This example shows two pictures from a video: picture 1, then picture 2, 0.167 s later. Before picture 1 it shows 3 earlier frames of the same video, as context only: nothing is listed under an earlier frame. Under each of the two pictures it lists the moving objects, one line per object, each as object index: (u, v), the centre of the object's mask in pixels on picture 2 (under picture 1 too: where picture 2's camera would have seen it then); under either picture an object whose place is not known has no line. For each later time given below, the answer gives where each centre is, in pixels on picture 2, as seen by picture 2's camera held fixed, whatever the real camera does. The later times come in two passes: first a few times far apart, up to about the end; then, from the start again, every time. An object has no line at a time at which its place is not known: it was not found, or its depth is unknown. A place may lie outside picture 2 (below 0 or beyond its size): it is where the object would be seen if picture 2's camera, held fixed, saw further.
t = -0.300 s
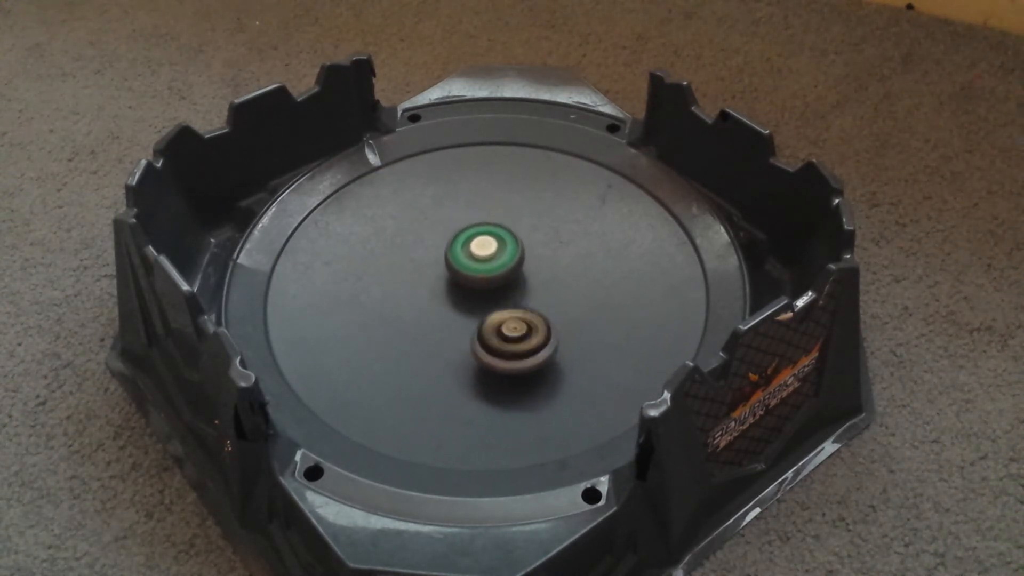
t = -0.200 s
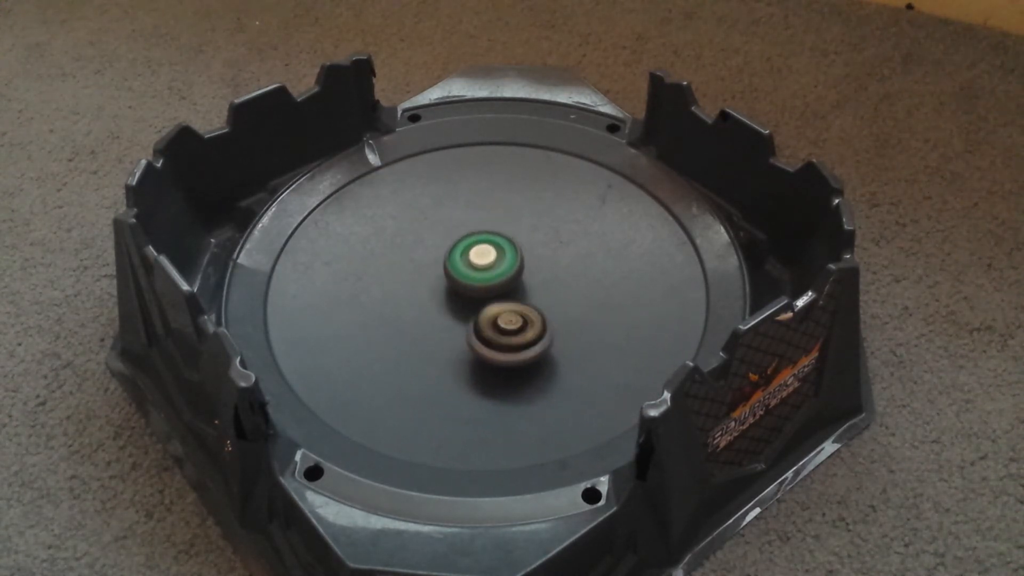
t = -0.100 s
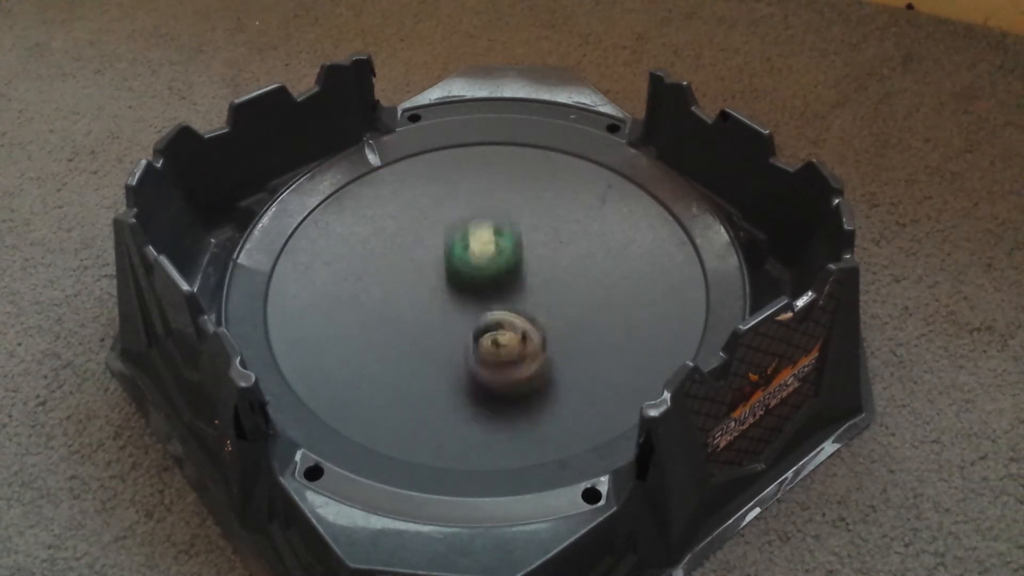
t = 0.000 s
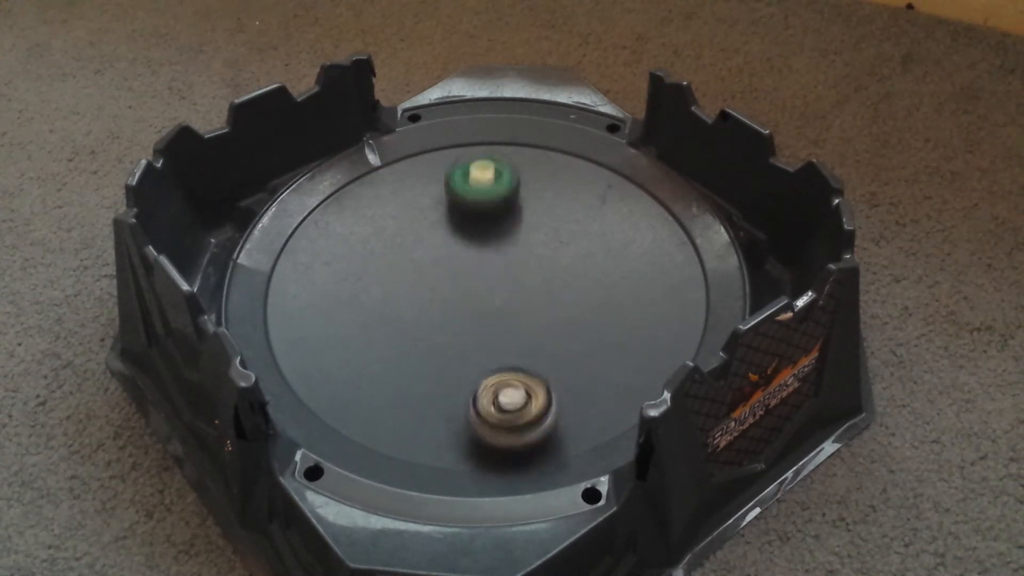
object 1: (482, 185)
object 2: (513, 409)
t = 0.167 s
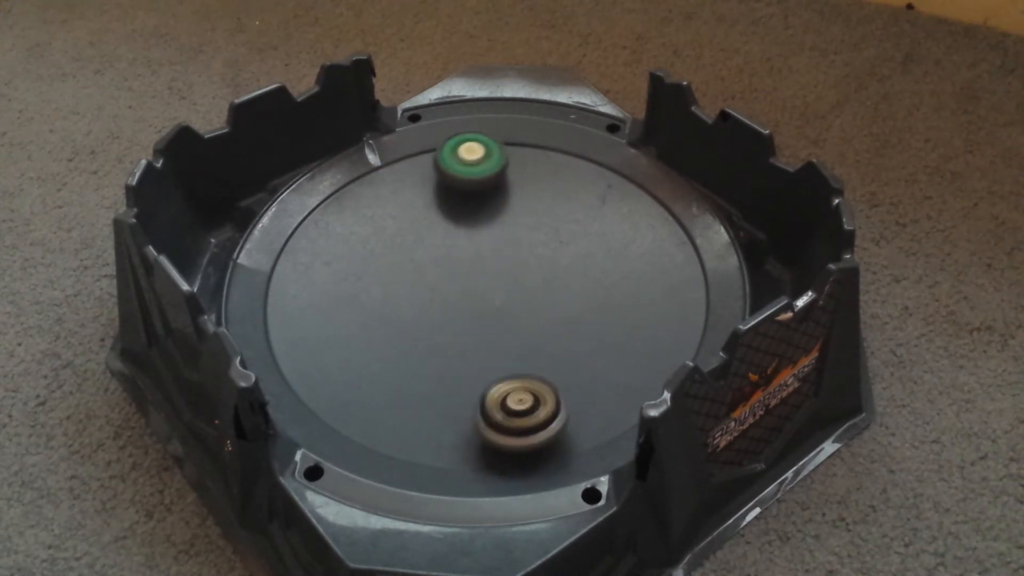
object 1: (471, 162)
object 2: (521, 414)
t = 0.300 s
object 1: (451, 174)
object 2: (527, 401)
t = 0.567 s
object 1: (432, 219)
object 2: (530, 352)
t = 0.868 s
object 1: (438, 281)
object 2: (530, 280)
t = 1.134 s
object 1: (458, 335)
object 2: (535, 251)
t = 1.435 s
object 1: (483, 367)
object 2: (536, 256)
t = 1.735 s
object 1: (496, 371)
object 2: (514, 283)
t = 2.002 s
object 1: (501, 379)
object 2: (477, 280)
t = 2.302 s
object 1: (513, 363)
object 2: (449, 237)
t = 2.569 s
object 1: (518, 324)
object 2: (458, 238)
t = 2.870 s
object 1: (539, 307)
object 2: (481, 248)
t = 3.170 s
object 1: (587, 306)
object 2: (468, 256)
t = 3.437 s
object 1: (600, 293)
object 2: (458, 273)
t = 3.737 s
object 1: (581, 286)
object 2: (457, 286)
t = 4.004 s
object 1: (547, 282)
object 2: (460, 293)
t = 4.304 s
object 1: (562, 264)
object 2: (426, 298)
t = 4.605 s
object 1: (531, 256)
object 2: (442, 298)
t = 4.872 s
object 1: (506, 251)
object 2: (469, 307)
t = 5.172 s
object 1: (477, 257)
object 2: (483, 319)
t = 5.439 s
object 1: (458, 266)
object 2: (484, 322)
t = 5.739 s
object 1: (449, 265)
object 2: (485, 324)
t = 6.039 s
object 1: (443, 253)
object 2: (502, 330)
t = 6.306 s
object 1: (450, 260)
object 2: (512, 322)
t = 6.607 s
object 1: (458, 268)
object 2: (523, 318)
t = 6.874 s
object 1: (455, 274)
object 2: (532, 323)
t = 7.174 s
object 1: (453, 283)
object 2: (524, 315)
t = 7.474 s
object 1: (445, 286)
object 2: (537, 305)
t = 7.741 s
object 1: (448, 292)
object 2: (538, 298)
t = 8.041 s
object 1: (444, 295)
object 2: (545, 296)
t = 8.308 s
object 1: (444, 298)
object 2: (542, 294)
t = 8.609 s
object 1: (412, 295)
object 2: (572, 292)
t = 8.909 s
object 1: (420, 299)
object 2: (558, 292)
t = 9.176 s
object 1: (433, 304)
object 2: (535, 280)
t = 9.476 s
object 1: (449, 315)
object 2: (547, 267)
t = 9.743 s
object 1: (458, 335)
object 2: (538, 265)
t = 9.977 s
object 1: (432, 362)
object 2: (554, 249)
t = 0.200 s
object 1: (465, 164)
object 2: (523, 411)
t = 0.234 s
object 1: (460, 167)
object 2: (525, 408)
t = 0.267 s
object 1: (456, 172)
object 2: (527, 405)
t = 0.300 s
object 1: (451, 174)
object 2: (527, 401)
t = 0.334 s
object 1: (447, 177)
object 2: (528, 397)
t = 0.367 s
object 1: (443, 182)
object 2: (529, 391)
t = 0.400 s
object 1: (440, 188)
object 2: (529, 386)
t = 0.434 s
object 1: (437, 193)
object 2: (531, 380)
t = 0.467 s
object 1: (435, 199)
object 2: (531, 374)
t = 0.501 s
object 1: (433, 206)
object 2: (531, 367)
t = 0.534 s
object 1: (432, 211)
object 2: (531, 358)
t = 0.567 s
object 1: (432, 219)
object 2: (530, 352)
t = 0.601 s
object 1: (432, 226)
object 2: (531, 343)
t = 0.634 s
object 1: (432, 233)
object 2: (530, 335)
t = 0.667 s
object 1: (432, 239)
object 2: (530, 327)
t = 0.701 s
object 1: (433, 244)
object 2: (530, 317)
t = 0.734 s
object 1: (434, 252)
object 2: (530, 309)
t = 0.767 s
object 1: (435, 258)
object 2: (531, 301)
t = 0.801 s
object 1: (436, 265)
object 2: (530, 294)
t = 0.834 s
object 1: (437, 272)
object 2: (529, 287)
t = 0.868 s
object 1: (438, 281)
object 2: (530, 280)
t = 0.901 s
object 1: (440, 288)
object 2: (530, 274)
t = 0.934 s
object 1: (442, 294)
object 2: (530, 269)
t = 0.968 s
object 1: (444, 303)
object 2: (531, 264)
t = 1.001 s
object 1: (446, 310)
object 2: (531, 260)
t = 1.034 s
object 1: (449, 317)
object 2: (532, 256)
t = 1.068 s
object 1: (452, 323)
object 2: (534, 254)
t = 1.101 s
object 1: (455, 329)
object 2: (535, 252)
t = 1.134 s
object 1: (458, 335)
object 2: (535, 251)
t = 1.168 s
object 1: (461, 340)
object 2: (536, 251)
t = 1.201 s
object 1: (464, 345)
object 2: (536, 250)
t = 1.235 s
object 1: (467, 349)
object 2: (536, 250)
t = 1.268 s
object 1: (470, 353)
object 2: (537, 250)
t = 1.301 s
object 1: (472, 356)
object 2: (536, 250)
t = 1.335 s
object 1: (475, 360)
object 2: (537, 250)
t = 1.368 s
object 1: (478, 362)
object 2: (537, 252)
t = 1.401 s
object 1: (481, 365)
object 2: (537, 254)
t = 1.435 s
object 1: (483, 367)
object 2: (536, 256)
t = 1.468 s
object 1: (486, 369)
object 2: (535, 258)
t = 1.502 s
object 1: (488, 371)
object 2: (534, 260)
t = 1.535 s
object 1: (490, 372)
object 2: (533, 263)
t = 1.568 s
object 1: (491, 373)
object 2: (531, 267)
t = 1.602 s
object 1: (492, 373)
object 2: (529, 270)
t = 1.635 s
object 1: (493, 373)
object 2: (526, 273)
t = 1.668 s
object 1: (494, 373)
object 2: (522, 276)
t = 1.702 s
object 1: (495, 372)
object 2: (519, 280)
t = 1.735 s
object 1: (496, 371)
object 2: (514, 283)
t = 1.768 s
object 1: (497, 371)
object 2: (510, 286)
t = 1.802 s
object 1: (497, 370)
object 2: (505, 288)
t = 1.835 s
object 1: (498, 368)
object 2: (500, 291)
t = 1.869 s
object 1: (498, 367)
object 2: (496, 292)
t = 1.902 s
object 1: (498, 365)
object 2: (491, 294)
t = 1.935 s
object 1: (498, 363)
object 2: (487, 296)
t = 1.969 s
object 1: (499, 369)
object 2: (481, 292)
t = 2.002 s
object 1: (501, 379)
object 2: (477, 280)
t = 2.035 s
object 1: (502, 383)
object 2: (473, 269)
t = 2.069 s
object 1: (503, 383)
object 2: (468, 261)
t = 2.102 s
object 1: (504, 381)
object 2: (465, 255)
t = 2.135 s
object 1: (506, 379)
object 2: (461, 251)
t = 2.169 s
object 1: (507, 377)
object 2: (458, 247)
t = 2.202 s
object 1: (509, 374)
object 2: (454, 244)
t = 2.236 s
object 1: (511, 370)
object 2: (452, 242)
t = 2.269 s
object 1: (512, 367)
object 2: (450, 239)
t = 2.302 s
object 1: (513, 363)
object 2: (449, 237)
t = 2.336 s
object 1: (514, 359)
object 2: (449, 236)
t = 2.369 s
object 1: (515, 354)
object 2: (449, 235)
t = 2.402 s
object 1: (516, 349)
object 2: (450, 235)
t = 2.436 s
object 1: (516, 344)
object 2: (451, 234)
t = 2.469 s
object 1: (517, 339)
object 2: (453, 235)
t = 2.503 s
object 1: (518, 335)
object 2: (454, 235)
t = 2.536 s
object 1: (518, 330)
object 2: (456, 237)
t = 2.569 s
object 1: (518, 324)
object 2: (458, 238)
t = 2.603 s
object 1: (519, 320)
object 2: (461, 240)
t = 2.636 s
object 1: (519, 315)
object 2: (465, 242)
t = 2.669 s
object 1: (519, 310)
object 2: (469, 244)
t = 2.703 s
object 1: (519, 305)
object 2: (473, 247)
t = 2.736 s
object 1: (524, 306)
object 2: (474, 247)
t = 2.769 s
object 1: (530, 309)
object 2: (474, 244)
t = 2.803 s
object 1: (534, 311)
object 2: (476, 243)
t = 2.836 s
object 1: (537, 309)
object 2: (478, 245)
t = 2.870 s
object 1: (539, 307)
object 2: (481, 248)
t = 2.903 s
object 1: (541, 303)
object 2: (482, 251)
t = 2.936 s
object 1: (544, 302)
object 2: (483, 253)
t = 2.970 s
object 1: (556, 307)
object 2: (477, 250)
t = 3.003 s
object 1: (566, 311)
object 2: (473, 248)
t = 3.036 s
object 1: (572, 313)
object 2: (471, 248)
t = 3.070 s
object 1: (577, 312)
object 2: (470, 249)
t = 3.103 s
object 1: (581, 310)
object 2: (470, 251)
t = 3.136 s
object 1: (584, 308)
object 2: (469, 253)
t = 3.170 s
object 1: (587, 306)
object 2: (468, 256)
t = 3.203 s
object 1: (590, 304)
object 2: (467, 258)
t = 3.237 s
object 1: (593, 302)
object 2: (465, 260)
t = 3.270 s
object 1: (596, 300)
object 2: (464, 263)
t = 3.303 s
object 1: (598, 298)
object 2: (462, 265)
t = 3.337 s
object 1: (599, 297)
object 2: (461, 267)
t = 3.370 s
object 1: (600, 295)
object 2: (460, 269)
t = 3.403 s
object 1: (600, 294)
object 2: (459, 271)
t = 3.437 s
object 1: (600, 293)
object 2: (458, 273)
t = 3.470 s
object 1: (599, 292)
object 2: (457, 275)
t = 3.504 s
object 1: (598, 291)
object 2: (456, 276)
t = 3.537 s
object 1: (597, 290)
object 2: (456, 278)
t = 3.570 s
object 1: (595, 289)
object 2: (455, 279)
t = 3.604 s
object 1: (593, 289)
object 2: (455, 281)
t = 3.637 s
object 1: (591, 288)
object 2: (455, 282)
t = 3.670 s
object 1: (588, 287)
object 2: (455, 284)
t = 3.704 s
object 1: (585, 287)
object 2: (456, 284)
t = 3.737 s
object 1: (581, 286)
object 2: (457, 286)
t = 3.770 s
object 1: (576, 285)
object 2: (457, 287)
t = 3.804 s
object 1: (571, 285)
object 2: (458, 289)
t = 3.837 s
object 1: (566, 284)
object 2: (459, 289)
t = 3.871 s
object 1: (561, 284)
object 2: (461, 291)
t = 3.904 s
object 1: (555, 284)
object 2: (462, 291)
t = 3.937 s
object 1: (550, 283)
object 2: (464, 293)
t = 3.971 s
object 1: (549, 283)
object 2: (462, 293)
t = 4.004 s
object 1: (547, 282)
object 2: (460, 293)
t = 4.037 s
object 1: (544, 281)
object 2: (460, 293)
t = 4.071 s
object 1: (555, 277)
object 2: (448, 295)
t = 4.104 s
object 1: (565, 275)
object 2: (437, 296)
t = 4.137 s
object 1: (570, 273)
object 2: (431, 297)
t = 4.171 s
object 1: (570, 271)
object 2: (428, 297)
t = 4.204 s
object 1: (568, 270)
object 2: (427, 298)
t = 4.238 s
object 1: (566, 268)
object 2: (426, 297)
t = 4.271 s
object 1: (564, 266)
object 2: (427, 298)
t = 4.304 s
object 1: (562, 264)
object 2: (426, 298)
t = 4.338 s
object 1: (559, 263)
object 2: (427, 299)
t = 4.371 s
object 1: (557, 261)
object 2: (427, 299)
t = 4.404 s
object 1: (554, 260)
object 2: (428, 299)
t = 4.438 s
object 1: (550, 259)
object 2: (429, 299)
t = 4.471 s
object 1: (546, 257)
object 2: (431, 299)
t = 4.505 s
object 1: (543, 257)
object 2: (433, 298)
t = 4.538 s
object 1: (539, 257)
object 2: (436, 299)
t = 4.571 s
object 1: (535, 256)
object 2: (439, 298)
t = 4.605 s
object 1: (531, 256)
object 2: (442, 298)
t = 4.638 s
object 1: (527, 255)
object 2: (446, 298)
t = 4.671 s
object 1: (523, 255)
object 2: (452, 299)
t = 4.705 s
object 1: (519, 255)
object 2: (457, 299)
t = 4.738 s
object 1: (518, 253)
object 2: (460, 301)
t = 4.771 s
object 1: (516, 253)
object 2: (460, 302)
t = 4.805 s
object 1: (513, 252)
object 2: (463, 304)
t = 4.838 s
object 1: (510, 251)
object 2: (465, 305)
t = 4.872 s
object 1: (506, 251)
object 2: (469, 307)
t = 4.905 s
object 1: (503, 250)
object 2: (472, 308)
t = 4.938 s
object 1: (499, 251)
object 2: (475, 310)
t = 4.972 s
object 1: (496, 252)
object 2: (477, 312)
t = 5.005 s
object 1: (492, 252)
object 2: (480, 314)
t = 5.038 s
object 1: (489, 252)
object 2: (481, 315)
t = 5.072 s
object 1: (486, 253)
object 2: (482, 316)
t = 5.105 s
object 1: (483, 255)
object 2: (483, 318)
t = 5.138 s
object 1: (480, 256)
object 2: (483, 318)
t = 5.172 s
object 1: (477, 257)
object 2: (483, 319)
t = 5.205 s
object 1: (474, 258)
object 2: (483, 319)
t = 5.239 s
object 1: (471, 259)
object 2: (484, 319)
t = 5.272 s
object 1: (469, 261)
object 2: (484, 319)
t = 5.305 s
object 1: (467, 261)
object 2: (485, 321)
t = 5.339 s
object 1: (465, 262)
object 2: (485, 322)
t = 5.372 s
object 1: (462, 263)
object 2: (485, 323)
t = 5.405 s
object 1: (461, 264)
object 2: (484, 323)
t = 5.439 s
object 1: (458, 266)
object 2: (484, 322)
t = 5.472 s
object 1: (457, 266)
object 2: (483, 322)
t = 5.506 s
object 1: (455, 264)
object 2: (484, 326)
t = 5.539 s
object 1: (454, 262)
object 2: (484, 328)
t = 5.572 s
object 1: (453, 263)
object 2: (484, 328)
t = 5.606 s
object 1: (452, 263)
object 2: (484, 328)
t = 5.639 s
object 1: (451, 264)
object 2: (484, 327)
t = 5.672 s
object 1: (450, 264)
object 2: (484, 326)
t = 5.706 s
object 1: (449, 265)
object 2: (484, 325)
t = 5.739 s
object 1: (449, 265)
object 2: (485, 324)
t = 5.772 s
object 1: (448, 266)
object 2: (485, 322)
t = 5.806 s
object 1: (447, 266)
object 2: (486, 320)
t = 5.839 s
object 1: (447, 266)
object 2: (487, 319)
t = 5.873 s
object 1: (446, 262)
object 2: (490, 325)
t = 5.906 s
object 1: (444, 254)
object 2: (495, 329)
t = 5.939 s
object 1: (443, 252)
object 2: (497, 330)
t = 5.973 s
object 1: (443, 252)
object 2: (499, 331)
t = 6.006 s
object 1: (443, 253)
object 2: (499, 330)
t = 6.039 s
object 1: (443, 253)
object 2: (502, 330)
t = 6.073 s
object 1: (443, 253)
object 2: (503, 329)
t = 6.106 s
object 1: (443, 254)
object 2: (505, 328)
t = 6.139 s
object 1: (444, 254)
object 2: (506, 328)
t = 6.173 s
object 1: (444, 255)
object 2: (508, 326)
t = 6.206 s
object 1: (446, 256)
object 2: (510, 326)
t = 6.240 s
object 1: (447, 257)
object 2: (510, 324)
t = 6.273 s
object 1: (448, 259)
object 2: (512, 323)
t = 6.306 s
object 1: (450, 260)
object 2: (512, 322)
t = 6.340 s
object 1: (451, 262)
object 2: (513, 320)
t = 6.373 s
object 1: (454, 265)
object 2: (513, 318)
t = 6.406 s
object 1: (456, 266)
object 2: (514, 316)
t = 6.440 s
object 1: (457, 268)
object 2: (515, 314)
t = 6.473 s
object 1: (458, 269)
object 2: (516, 315)
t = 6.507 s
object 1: (457, 266)
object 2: (520, 319)
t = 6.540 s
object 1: (457, 265)
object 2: (522, 320)
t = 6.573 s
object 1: (457, 266)
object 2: (522, 318)
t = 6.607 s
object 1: (458, 268)
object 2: (523, 318)
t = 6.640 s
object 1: (459, 269)
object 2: (524, 317)
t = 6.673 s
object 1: (459, 271)
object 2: (526, 317)
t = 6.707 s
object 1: (460, 273)
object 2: (526, 317)
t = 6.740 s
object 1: (461, 275)
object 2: (526, 315)
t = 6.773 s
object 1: (462, 277)
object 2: (527, 315)
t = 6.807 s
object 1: (461, 278)
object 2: (528, 317)
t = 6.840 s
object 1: (457, 274)
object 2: (532, 320)
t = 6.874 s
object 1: (455, 274)
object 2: (532, 323)
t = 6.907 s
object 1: (455, 274)
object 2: (532, 322)
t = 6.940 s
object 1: (454, 274)
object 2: (532, 320)
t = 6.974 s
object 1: (454, 276)
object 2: (531, 320)
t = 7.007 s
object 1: (454, 277)
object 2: (531, 318)
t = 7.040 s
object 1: (454, 279)
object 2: (531, 319)
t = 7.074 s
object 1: (454, 280)
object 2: (529, 318)
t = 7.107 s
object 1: (454, 281)
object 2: (527, 317)
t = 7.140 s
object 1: (453, 282)
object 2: (526, 317)
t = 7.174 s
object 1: (453, 283)
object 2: (524, 315)
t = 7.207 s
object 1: (451, 283)
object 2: (526, 314)
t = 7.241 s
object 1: (450, 283)
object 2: (526, 313)
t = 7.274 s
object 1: (450, 284)
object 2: (527, 312)
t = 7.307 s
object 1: (450, 285)
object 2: (528, 311)
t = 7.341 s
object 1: (450, 286)
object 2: (527, 309)
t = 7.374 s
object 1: (448, 286)
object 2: (530, 308)
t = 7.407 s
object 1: (446, 285)
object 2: (534, 309)
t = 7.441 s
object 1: (445, 285)
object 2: (535, 306)
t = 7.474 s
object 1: (445, 286)
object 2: (537, 305)
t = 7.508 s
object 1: (445, 287)
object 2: (538, 306)
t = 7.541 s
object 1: (445, 288)
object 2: (539, 303)
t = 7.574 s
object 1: (445, 288)
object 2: (540, 303)
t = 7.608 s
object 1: (445, 289)
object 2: (540, 303)
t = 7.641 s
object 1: (446, 290)
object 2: (539, 301)
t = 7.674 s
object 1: (446, 290)
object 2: (539, 301)
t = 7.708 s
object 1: (447, 291)
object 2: (538, 300)
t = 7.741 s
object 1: (448, 292)
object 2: (538, 298)
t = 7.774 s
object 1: (449, 292)
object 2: (539, 298)
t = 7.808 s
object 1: (451, 293)
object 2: (537, 297)
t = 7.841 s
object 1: (452, 294)
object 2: (537, 296)
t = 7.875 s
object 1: (451, 294)
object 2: (539, 297)
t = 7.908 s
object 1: (450, 294)
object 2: (539, 297)
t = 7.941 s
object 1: (451, 295)
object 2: (539, 297)
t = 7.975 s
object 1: (452, 295)
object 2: (538, 297)
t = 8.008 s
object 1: (450, 295)
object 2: (540, 296)
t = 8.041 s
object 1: (444, 295)
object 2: (545, 296)
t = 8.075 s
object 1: (442, 295)
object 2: (547, 297)
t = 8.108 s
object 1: (442, 295)
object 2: (548, 296)
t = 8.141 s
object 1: (442, 296)
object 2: (549, 295)
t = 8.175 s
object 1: (442, 296)
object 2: (548, 297)
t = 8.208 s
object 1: (442, 297)
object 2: (547, 295)
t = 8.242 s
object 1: (443, 298)
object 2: (546, 295)
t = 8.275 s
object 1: (443, 298)
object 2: (544, 295)
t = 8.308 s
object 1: (444, 298)
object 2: (542, 294)
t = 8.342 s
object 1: (445, 299)
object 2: (541, 293)
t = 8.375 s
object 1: (446, 299)
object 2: (538, 293)
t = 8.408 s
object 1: (448, 299)
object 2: (536, 292)
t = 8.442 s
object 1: (449, 300)
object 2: (536, 291)
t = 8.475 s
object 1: (436, 298)
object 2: (546, 292)
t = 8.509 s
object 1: (423, 295)
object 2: (559, 293)
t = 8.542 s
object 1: (416, 294)
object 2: (567, 293)
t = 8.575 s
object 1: (413, 295)
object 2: (570, 294)
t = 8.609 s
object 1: (412, 295)
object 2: (572, 292)
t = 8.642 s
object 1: (411, 295)
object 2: (574, 292)
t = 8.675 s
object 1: (411, 296)
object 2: (574, 293)
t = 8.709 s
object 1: (411, 296)
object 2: (574, 292)
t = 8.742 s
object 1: (412, 297)
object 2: (573, 292)
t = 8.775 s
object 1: (412, 297)
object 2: (572, 294)
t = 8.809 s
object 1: (413, 297)
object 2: (569, 292)
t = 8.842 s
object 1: (415, 298)
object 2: (566, 292)
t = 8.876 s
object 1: (417, 298)
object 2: (563, 292)
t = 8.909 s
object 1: (420, 299)
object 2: (558, 292)
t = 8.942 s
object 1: (422, 299)
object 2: (555, 290)
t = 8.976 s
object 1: (425, 300)
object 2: (551, 289)
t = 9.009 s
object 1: (428, 300)
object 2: (544, 289)
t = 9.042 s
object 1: (432, 301)
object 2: (539, 288)
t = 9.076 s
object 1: (436, 302)
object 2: (535, 286)
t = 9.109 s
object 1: (441, 302)
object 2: (529, 286)
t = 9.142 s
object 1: (439, 303)
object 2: (529, 283)
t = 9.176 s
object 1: (433, 304)
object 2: (535, 280)
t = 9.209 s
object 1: (430, 305)
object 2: (539, 278)
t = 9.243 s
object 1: (432, 306)
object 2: (541, 274)
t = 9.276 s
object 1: (434, 308)
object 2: (544, 273)
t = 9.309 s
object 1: (436, 309)
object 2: (546, 272)
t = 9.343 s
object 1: (438, 310)
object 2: (546, 270)
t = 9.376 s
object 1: (441, 312)
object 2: (547, 268)
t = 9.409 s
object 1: (443, 313)
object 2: (548, 267)
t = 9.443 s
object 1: (446, 314)
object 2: (548, 268)
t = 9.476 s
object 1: (449, 315)
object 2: (547, 267)
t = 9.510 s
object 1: (452, 317)
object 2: (547, 268)
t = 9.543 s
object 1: (455, 318)
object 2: (547, 269)
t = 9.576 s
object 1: (458, 319)
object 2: (543, 270)
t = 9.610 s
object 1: (462, 321)
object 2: (541, 270)
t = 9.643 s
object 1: (466, 322)
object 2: (539, 271)
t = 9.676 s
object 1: (469, 322)
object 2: (535, 273)
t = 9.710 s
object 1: (471, 324)
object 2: (532, 272)
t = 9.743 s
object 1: (458, 335)
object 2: (538, 265)
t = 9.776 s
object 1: (444, 345)
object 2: (550, 258)
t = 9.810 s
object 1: (435, 351)
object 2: (557, 251)
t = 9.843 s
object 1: (430, 354)
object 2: (561, 250)
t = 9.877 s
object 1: (430, 357)
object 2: (561, 249)
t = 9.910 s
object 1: (431, 359)
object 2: (559, 250)
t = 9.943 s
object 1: (431, 361)
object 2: (557, 249)
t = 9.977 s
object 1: (432, 362)
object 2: (554, 249)
